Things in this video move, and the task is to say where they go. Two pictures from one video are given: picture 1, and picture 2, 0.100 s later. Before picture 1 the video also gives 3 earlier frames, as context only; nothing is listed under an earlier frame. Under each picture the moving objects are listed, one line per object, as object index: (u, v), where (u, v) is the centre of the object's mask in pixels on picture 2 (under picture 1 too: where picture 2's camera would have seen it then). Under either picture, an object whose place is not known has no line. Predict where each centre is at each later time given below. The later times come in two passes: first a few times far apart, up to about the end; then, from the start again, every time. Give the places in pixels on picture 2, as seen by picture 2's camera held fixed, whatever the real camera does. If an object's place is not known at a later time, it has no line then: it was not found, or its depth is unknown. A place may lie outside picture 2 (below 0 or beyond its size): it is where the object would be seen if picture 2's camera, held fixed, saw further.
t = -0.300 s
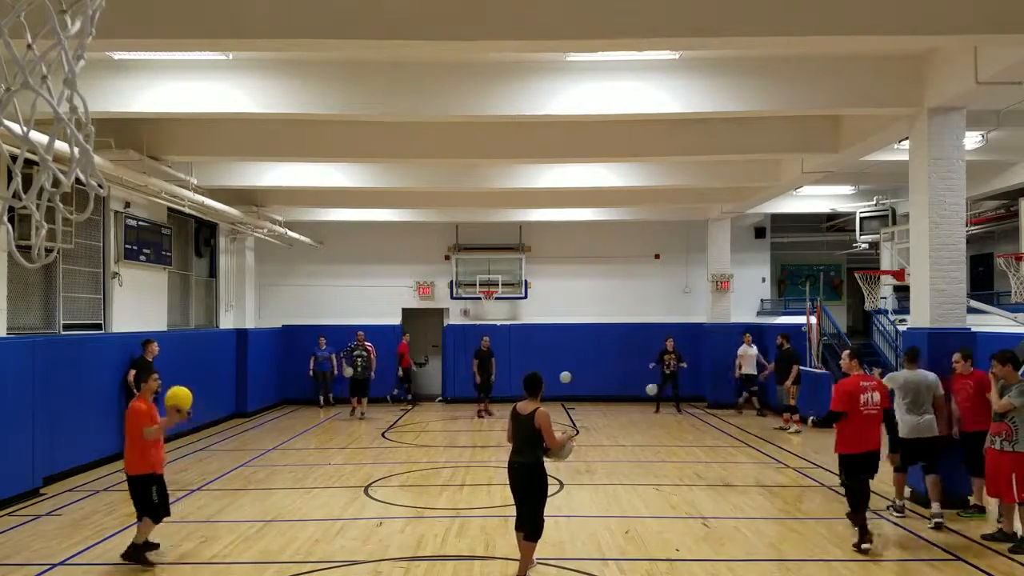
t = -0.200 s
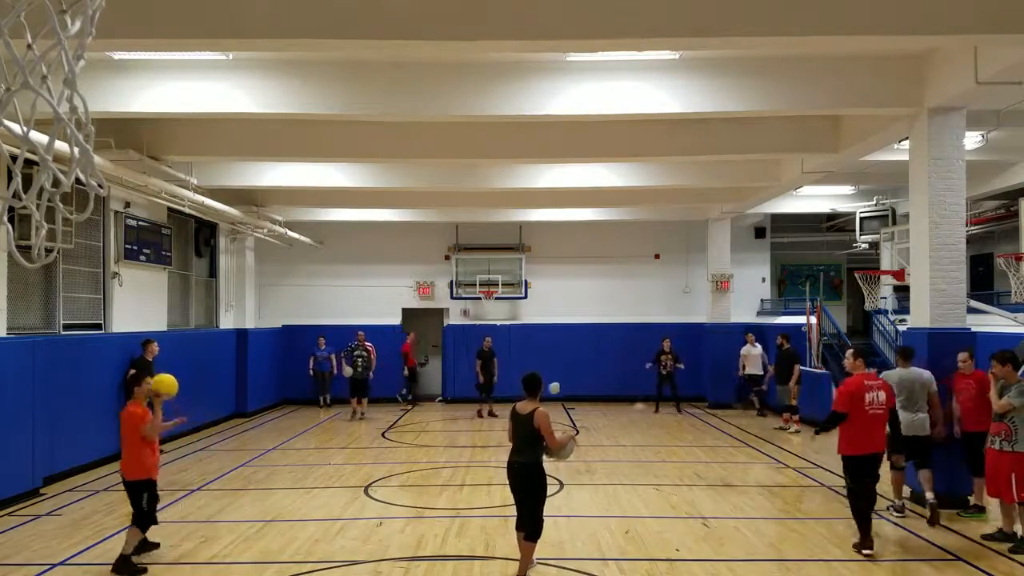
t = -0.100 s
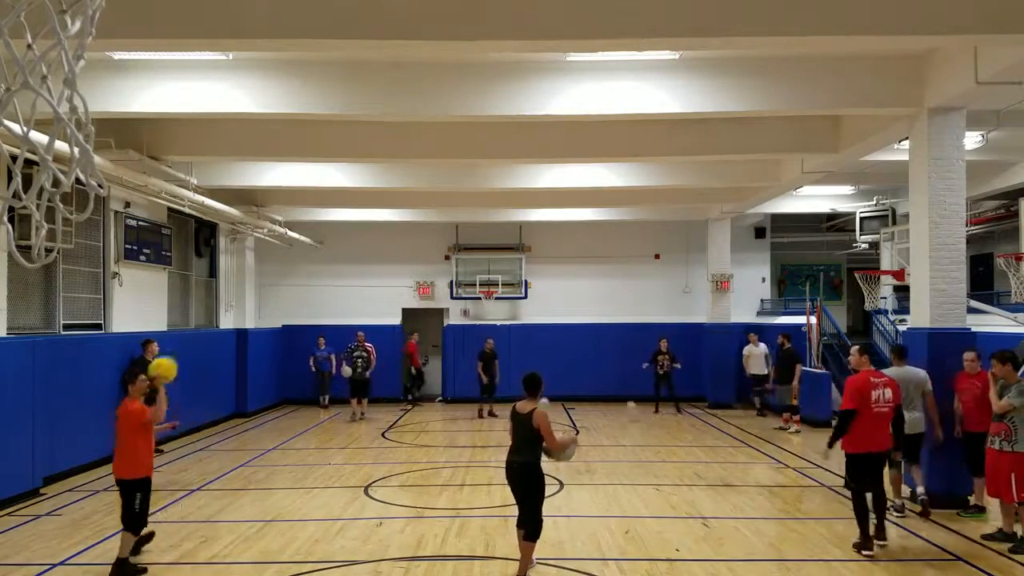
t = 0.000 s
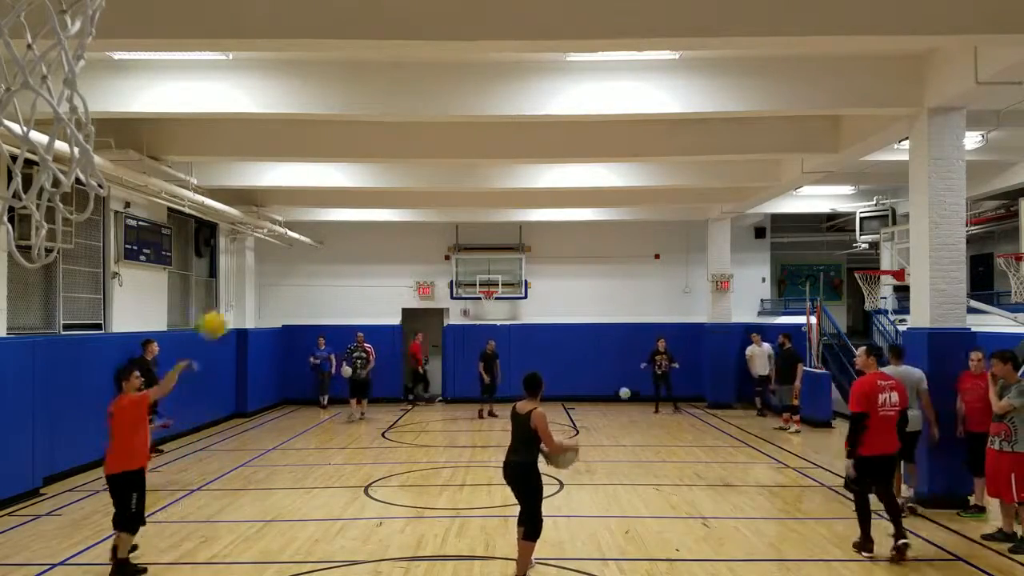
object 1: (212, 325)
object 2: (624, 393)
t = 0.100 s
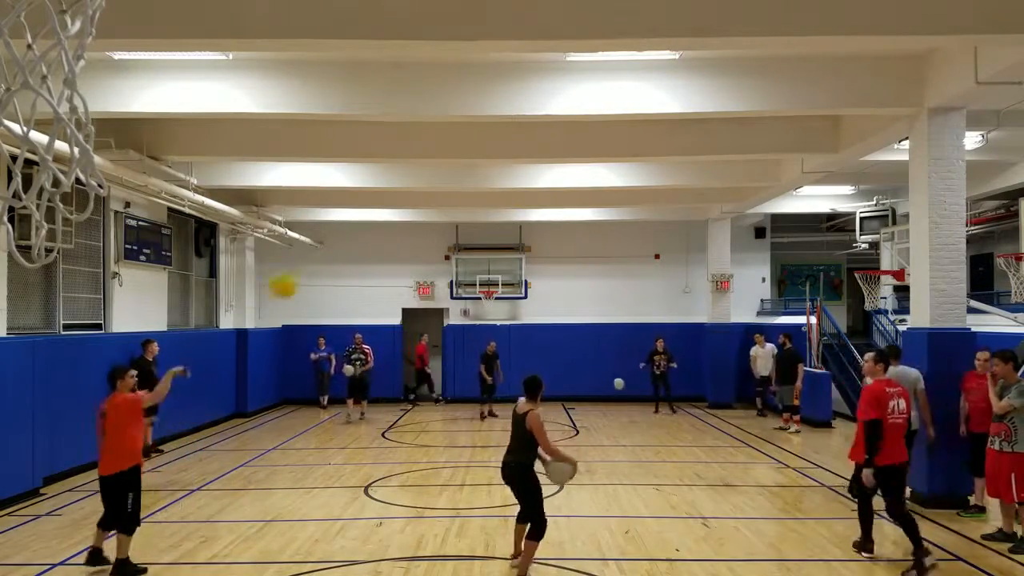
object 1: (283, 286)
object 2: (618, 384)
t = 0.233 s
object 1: (376, 248)
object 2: (611, 378)
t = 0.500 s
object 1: (554, 238)
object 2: (594, 392)
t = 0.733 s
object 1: (716, 297)
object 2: (580, 405)
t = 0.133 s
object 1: (307, 274)
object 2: (616, 382)
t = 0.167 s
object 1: (329, 266)
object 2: (614, 380)
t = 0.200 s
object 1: (354, 255)
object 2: (612, 379)
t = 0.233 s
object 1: (376, 248)
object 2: (611, 378)
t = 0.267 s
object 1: (397, 243)
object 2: (609, 378)
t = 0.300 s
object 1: (421, 239)
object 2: (606, 379)
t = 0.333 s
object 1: (442, 236)
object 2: (604, 379)
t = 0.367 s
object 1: (463, 236)
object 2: (602, 381)
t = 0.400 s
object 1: (486, 234)
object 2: (600, 383)
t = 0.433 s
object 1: (511, 235)
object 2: (599, 386)
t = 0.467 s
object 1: (531, 236)
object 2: (596, 389)
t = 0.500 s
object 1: (554, 238)
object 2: (594, 392)
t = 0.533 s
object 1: (576, 243)
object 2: (593, 396)
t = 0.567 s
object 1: (599, 246)
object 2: (590, 400)
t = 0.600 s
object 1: (622, 254)
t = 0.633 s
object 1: (643, 263)
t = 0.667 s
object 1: (667, 273)
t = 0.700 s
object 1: (691, 285)
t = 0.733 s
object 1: (716, 297)
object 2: (580, 405)
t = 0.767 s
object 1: (740, 312)
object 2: (578, 400)
